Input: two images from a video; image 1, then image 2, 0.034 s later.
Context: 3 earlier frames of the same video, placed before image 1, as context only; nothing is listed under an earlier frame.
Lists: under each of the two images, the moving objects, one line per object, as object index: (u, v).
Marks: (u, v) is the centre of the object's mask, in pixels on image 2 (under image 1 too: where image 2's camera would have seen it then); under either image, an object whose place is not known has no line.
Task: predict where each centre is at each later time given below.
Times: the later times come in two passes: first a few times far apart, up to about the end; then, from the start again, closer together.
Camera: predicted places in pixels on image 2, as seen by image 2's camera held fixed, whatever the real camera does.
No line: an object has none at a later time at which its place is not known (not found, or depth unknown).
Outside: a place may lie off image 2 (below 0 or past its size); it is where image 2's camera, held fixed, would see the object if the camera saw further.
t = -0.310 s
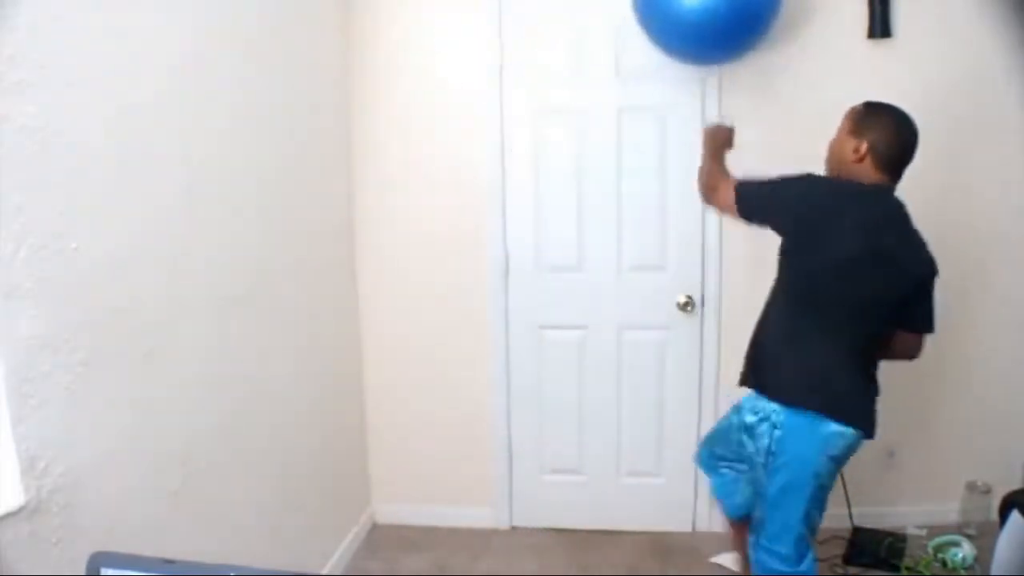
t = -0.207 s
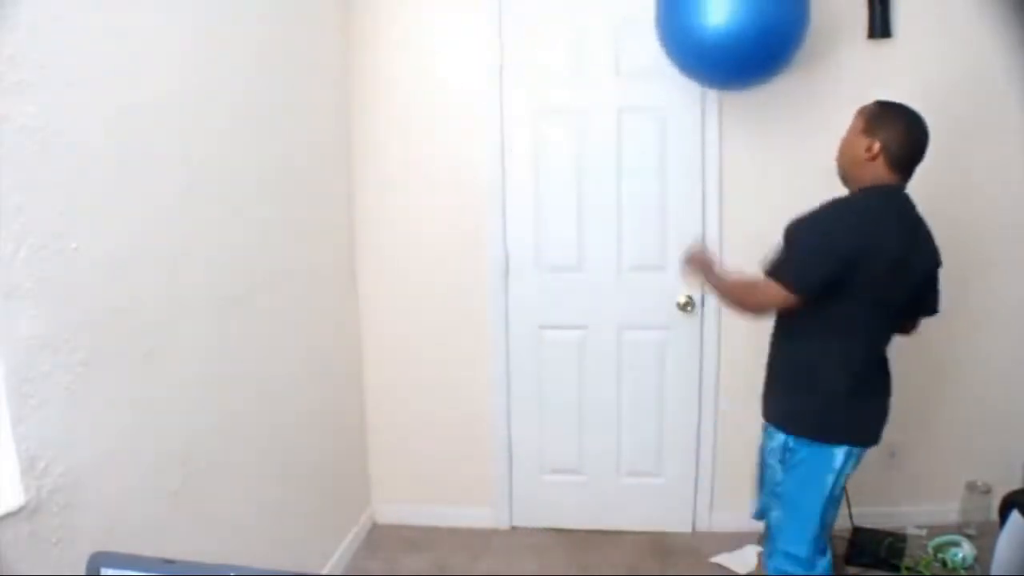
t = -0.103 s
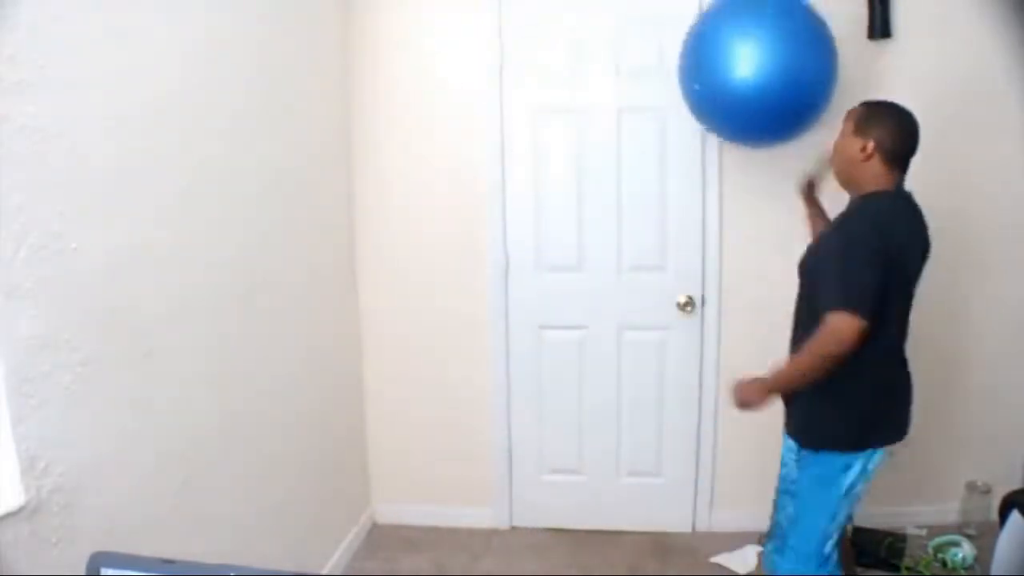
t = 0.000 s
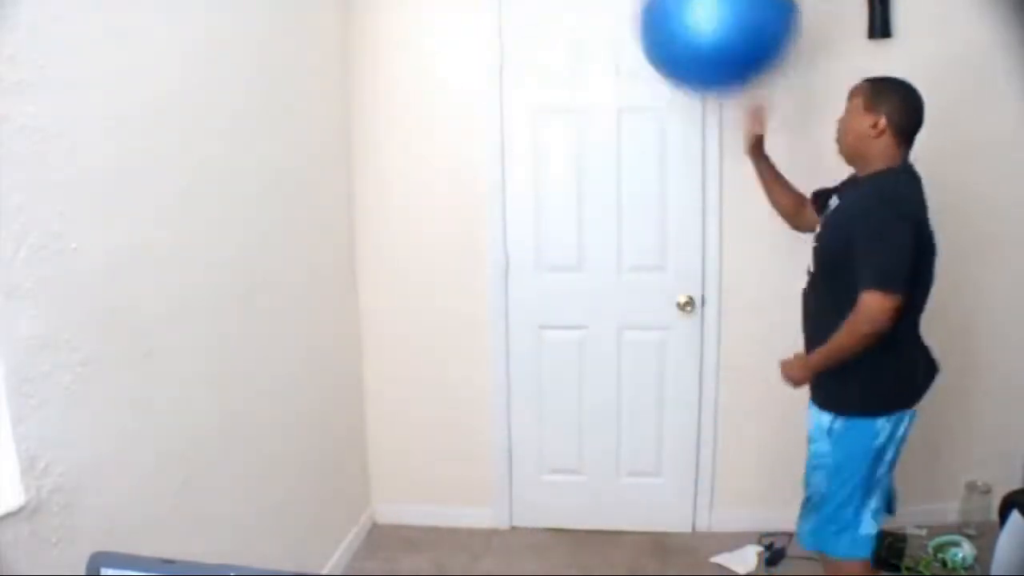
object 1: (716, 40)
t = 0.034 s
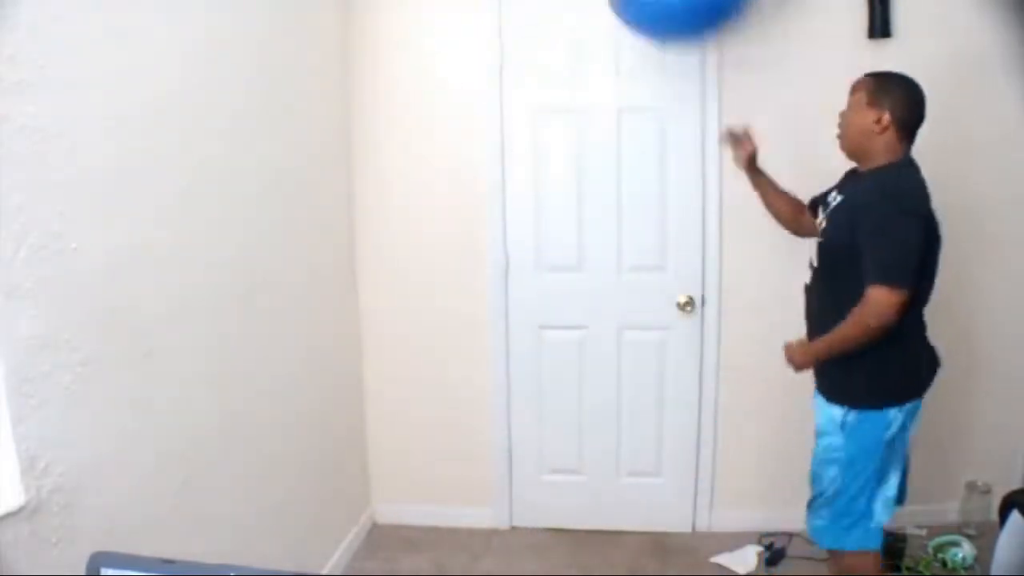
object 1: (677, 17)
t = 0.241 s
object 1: (490, 75)
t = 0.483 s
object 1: (371, 499)
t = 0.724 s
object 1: (537, 391)
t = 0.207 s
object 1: (542, 21)
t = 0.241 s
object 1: (490, 75)
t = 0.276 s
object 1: (465, 131)
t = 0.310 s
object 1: (442, 192)
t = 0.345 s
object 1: (420, 255)
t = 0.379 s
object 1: (398, 321)
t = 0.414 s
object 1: (377, 388)
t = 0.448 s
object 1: (360, 450)
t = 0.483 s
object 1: (371, 499)
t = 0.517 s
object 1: (393, 530)
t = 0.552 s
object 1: (419, 542)
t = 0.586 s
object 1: (440, 523)
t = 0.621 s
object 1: (463, 498)
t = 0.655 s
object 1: (487, 460)
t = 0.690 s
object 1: (511, 426)
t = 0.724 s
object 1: (537, 391)
